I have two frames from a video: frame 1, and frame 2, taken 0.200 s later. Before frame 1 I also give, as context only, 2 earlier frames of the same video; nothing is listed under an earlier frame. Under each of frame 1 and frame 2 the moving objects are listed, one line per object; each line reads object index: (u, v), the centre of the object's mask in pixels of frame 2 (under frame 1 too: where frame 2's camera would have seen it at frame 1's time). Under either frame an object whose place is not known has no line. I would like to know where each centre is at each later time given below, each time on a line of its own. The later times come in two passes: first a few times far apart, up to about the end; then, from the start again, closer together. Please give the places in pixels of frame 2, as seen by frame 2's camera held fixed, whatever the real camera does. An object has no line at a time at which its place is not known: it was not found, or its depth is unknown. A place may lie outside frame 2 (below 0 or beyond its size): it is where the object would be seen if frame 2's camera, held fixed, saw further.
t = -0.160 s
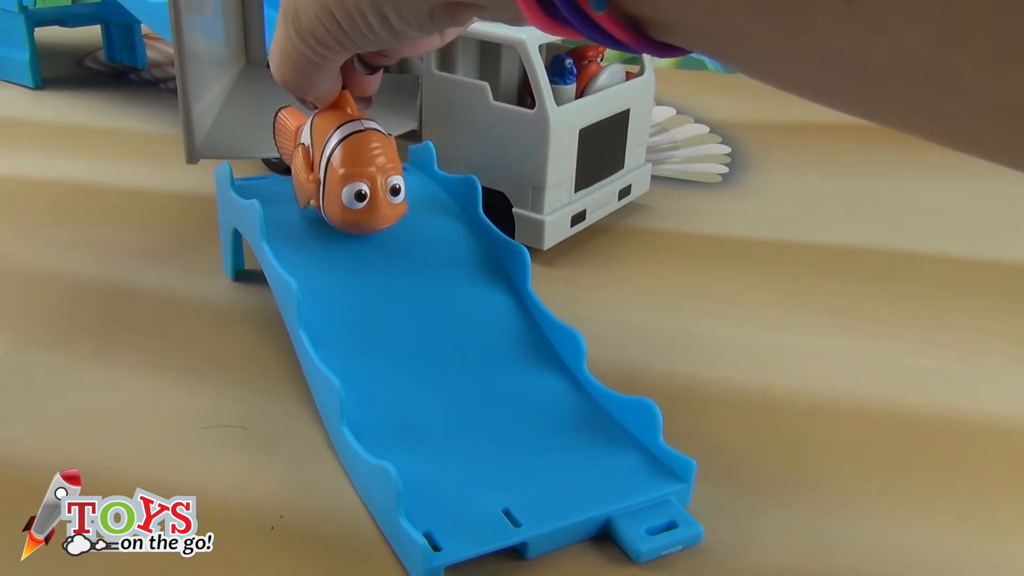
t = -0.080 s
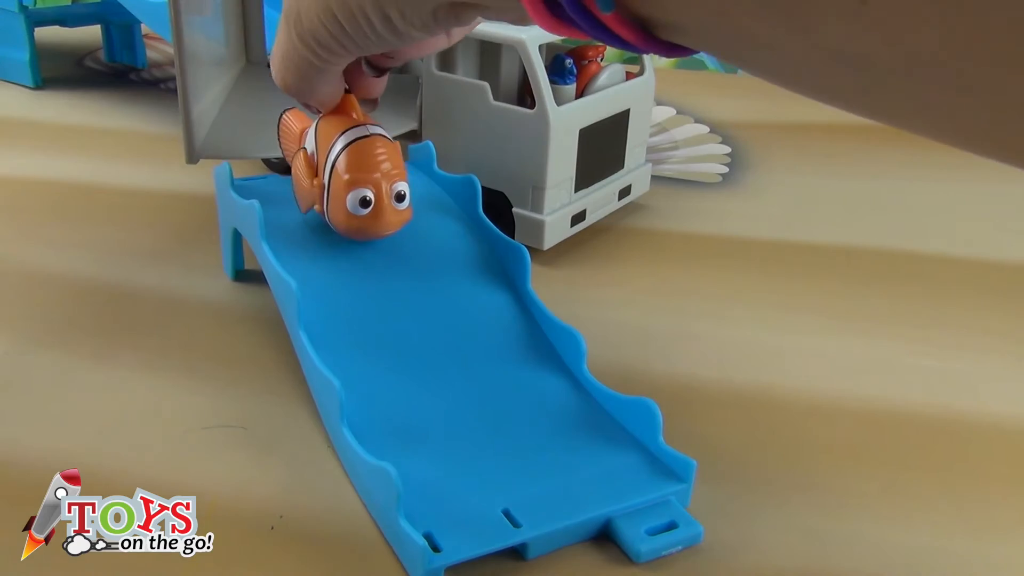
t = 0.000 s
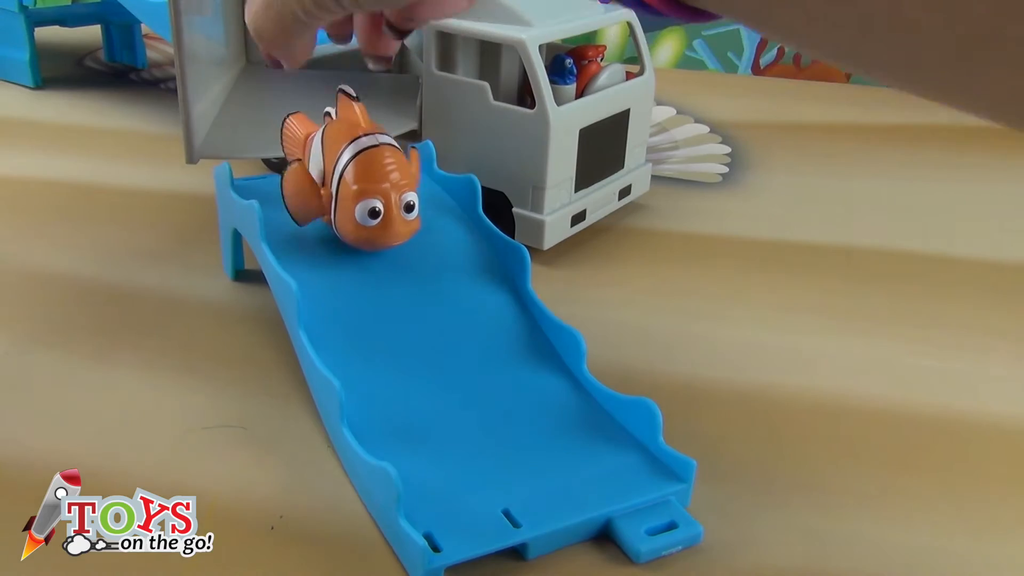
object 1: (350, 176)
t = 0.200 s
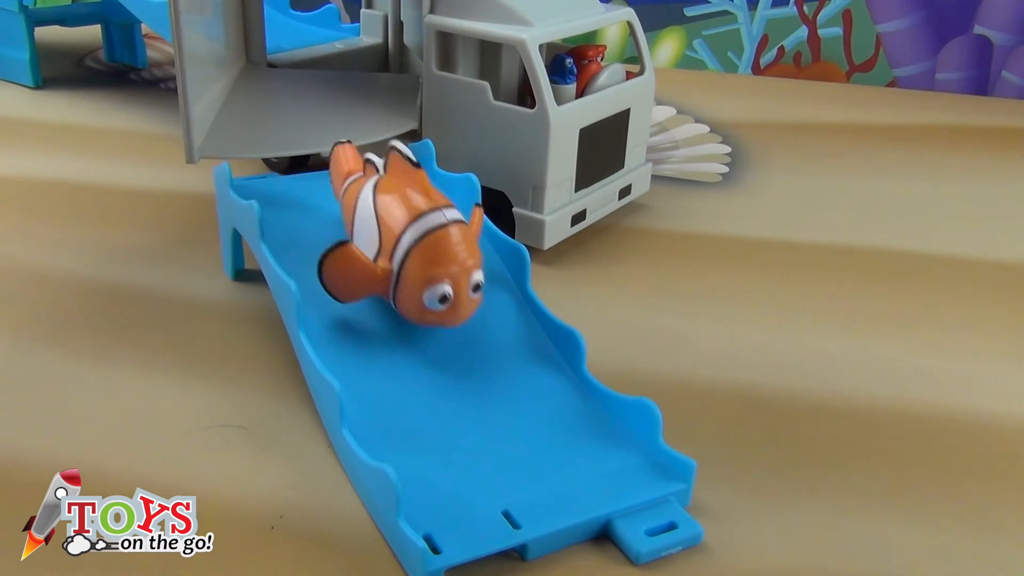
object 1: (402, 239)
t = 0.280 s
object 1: (458, 312)
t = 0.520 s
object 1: (676, 484)
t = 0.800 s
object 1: (703, 503)
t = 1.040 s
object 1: (693, 517)
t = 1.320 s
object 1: (697, 512)
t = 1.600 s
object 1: (698, 509)
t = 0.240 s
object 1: (427, 270)
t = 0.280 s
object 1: (458, 312)
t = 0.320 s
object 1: (492, 359)
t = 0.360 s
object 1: (538, 399)
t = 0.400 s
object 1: (575, 425)
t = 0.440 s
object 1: (609, 443)
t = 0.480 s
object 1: (646, 465)
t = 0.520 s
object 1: (676, 484)
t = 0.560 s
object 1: (692, 504)
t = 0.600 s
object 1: (695, 517)
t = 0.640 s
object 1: (693, 518)
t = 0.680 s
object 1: (694, 516)
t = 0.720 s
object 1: (695, 510)
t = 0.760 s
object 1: (701, 505)
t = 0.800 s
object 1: (703, 503)
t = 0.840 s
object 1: (701, 506)
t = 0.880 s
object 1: (697, 511)
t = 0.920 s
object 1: (694, 516)
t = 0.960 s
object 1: (692, 518)
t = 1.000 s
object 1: (693, 518)
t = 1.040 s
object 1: (693, 517)
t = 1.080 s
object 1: (694, 516)
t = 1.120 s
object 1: (694, 515)
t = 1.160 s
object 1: (696, 513)
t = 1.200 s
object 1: (699, 508)
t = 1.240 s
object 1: (701, 506)
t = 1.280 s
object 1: (699, 508)
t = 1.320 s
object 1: (697, 512)
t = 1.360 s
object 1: (696, 514)
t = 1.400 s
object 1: (696, 512)
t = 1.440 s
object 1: (698, 509)
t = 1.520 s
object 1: (696, 512)
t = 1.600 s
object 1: (698, 509)
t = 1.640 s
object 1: (698, 510)
